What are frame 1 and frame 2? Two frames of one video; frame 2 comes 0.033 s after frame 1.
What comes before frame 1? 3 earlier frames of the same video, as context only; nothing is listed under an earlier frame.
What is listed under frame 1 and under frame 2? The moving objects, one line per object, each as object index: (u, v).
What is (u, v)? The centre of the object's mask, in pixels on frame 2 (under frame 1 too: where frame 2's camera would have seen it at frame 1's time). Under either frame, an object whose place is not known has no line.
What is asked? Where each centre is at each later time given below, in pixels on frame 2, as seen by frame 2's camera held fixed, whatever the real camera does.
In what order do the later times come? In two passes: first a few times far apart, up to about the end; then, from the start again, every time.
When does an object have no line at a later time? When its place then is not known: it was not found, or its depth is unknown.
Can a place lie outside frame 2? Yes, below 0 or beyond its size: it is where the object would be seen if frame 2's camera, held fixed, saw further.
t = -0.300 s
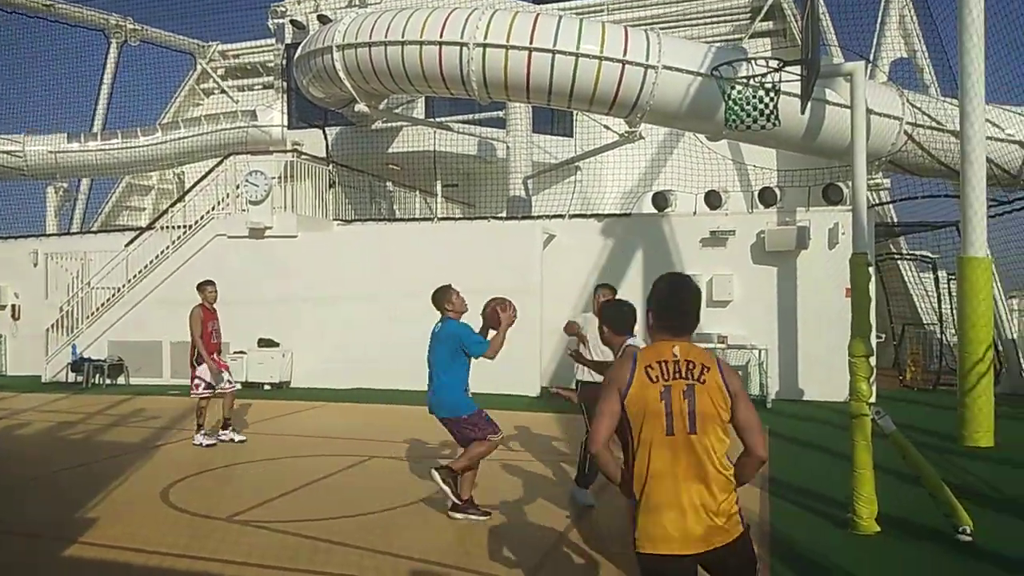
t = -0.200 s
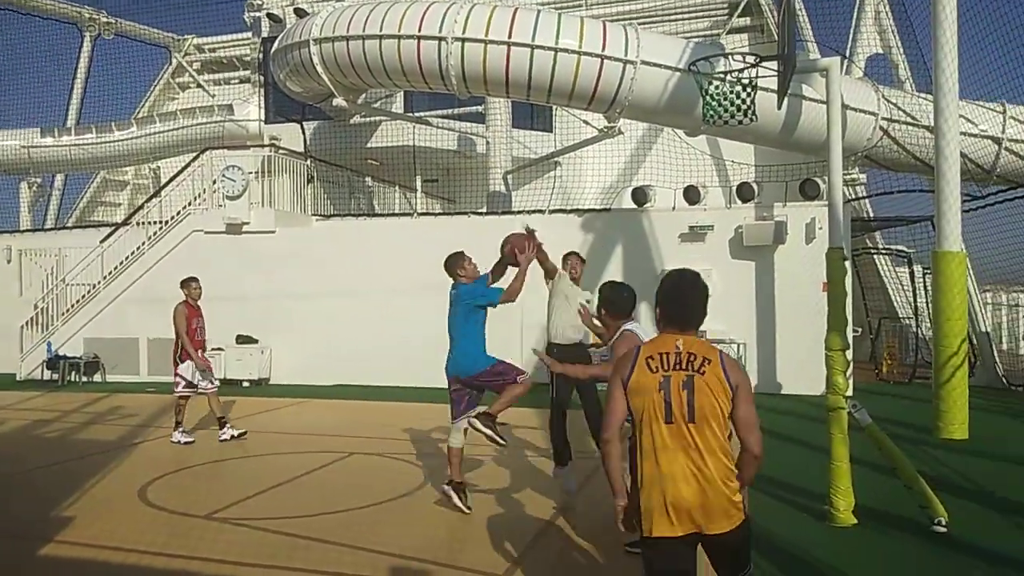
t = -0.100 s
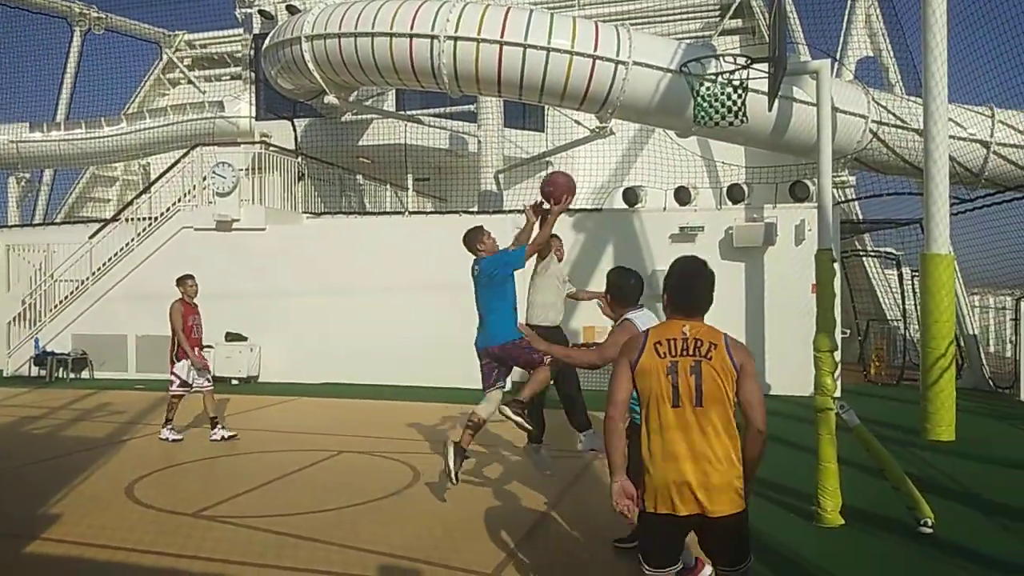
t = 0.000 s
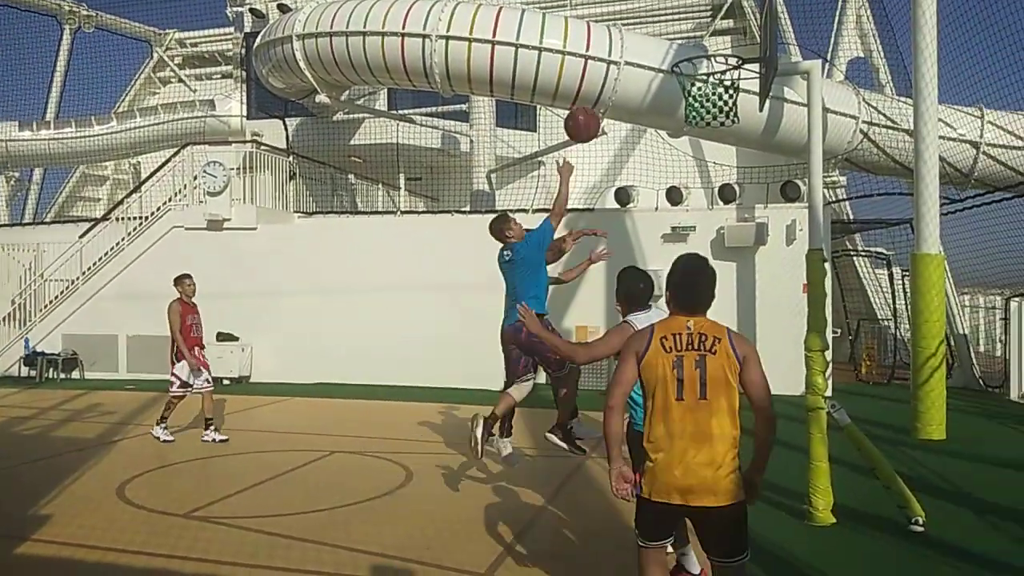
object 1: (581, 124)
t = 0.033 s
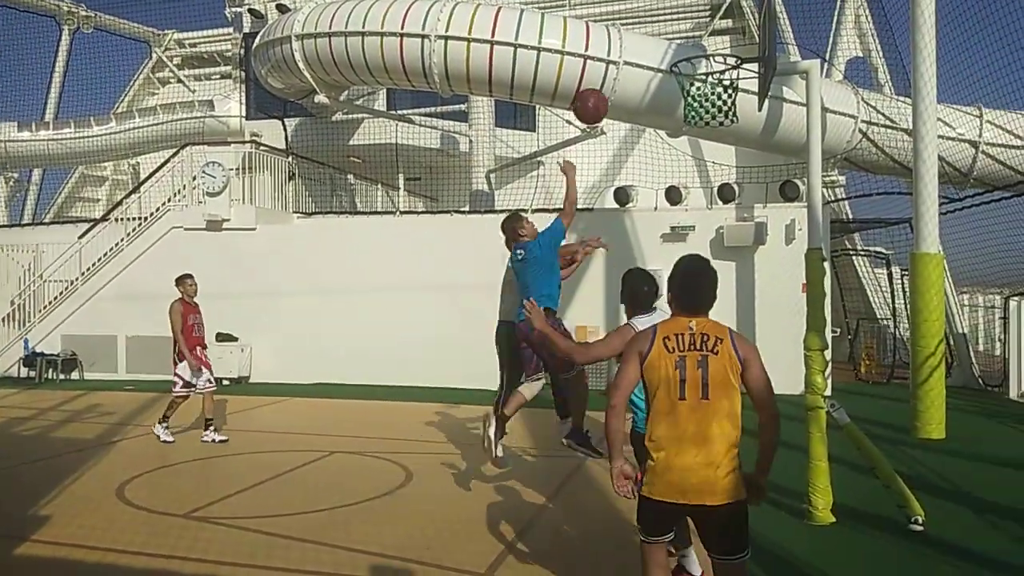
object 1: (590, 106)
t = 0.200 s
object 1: (636, 38)
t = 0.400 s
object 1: (689, 20)
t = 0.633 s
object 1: (744, 47)
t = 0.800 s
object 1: (725, 45)
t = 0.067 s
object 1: (600, 89)
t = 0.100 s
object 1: (609, 74)
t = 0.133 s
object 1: (618, 60)
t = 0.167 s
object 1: (627, 48)
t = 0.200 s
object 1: (636, 38)
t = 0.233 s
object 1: (645, 29)
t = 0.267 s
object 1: (654, 23)
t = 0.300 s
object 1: (663, 20)
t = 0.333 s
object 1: (671, 19)
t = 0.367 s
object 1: (680, 20)
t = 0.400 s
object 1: (689, 20)
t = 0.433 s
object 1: (698, 21)
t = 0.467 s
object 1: (706, 23)
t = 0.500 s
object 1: (715, 25)
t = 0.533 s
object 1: (723, 27)
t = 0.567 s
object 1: (732, 31)
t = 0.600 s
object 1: (740, 41)
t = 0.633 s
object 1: (744, 47)
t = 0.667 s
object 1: (738, 50)
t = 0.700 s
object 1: (734, 47)
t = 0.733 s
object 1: (731, 45)
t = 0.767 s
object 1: (728, 44)
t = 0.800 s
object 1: (725, 45)
